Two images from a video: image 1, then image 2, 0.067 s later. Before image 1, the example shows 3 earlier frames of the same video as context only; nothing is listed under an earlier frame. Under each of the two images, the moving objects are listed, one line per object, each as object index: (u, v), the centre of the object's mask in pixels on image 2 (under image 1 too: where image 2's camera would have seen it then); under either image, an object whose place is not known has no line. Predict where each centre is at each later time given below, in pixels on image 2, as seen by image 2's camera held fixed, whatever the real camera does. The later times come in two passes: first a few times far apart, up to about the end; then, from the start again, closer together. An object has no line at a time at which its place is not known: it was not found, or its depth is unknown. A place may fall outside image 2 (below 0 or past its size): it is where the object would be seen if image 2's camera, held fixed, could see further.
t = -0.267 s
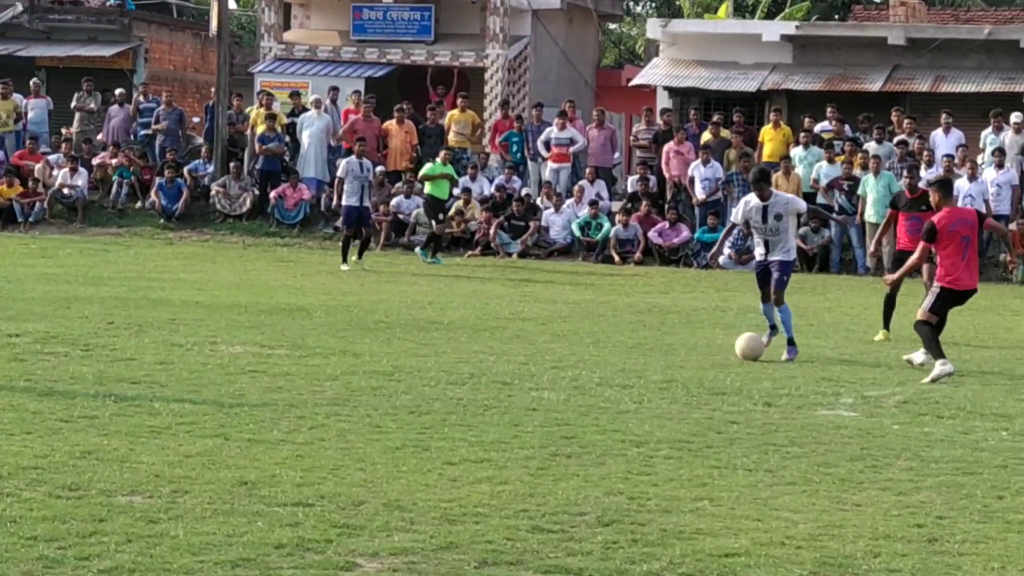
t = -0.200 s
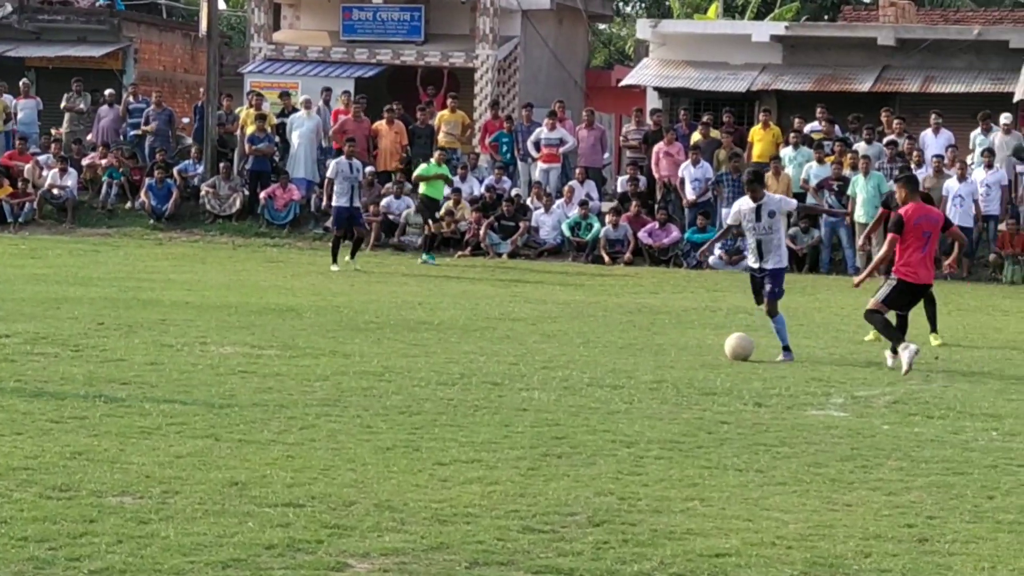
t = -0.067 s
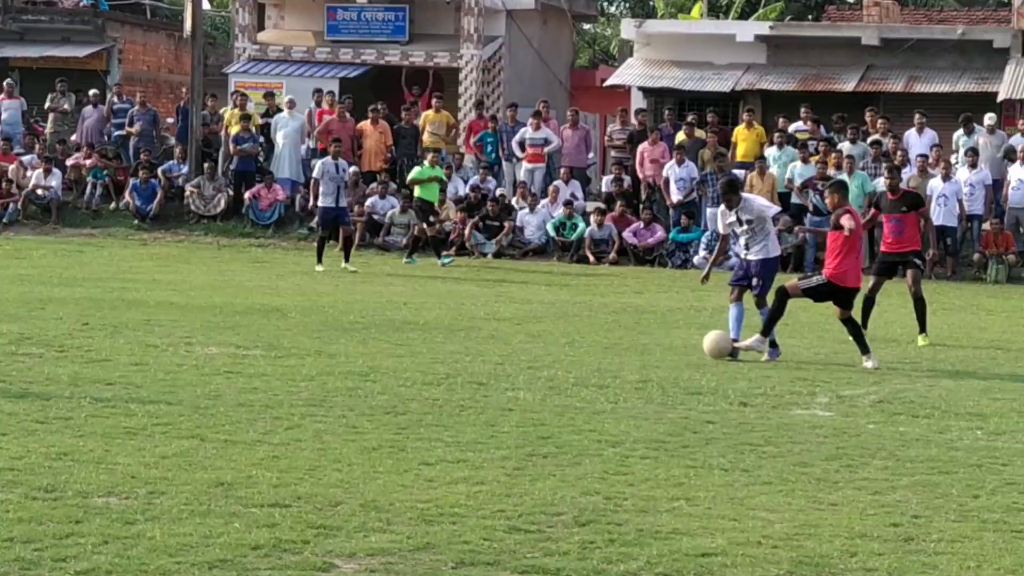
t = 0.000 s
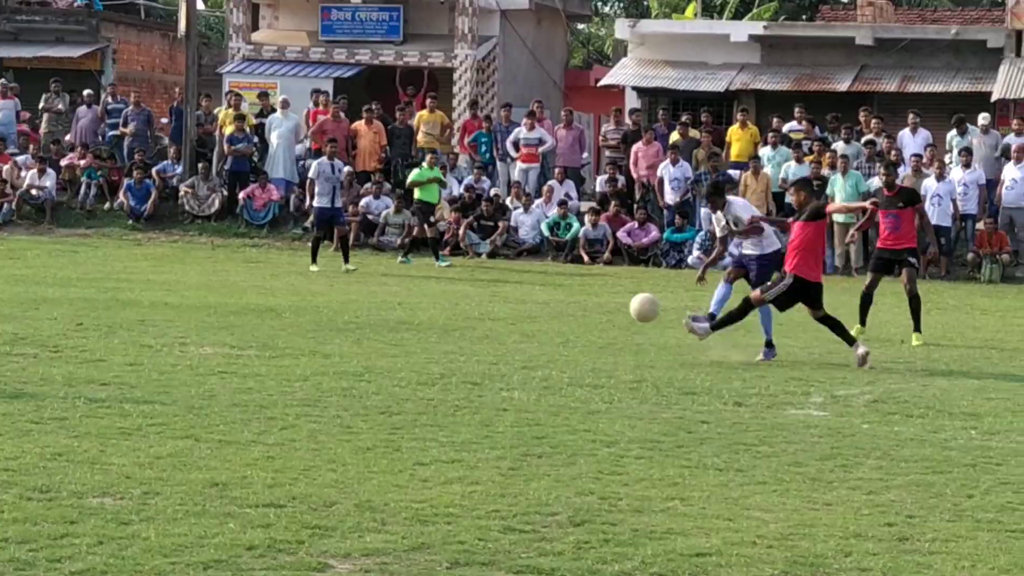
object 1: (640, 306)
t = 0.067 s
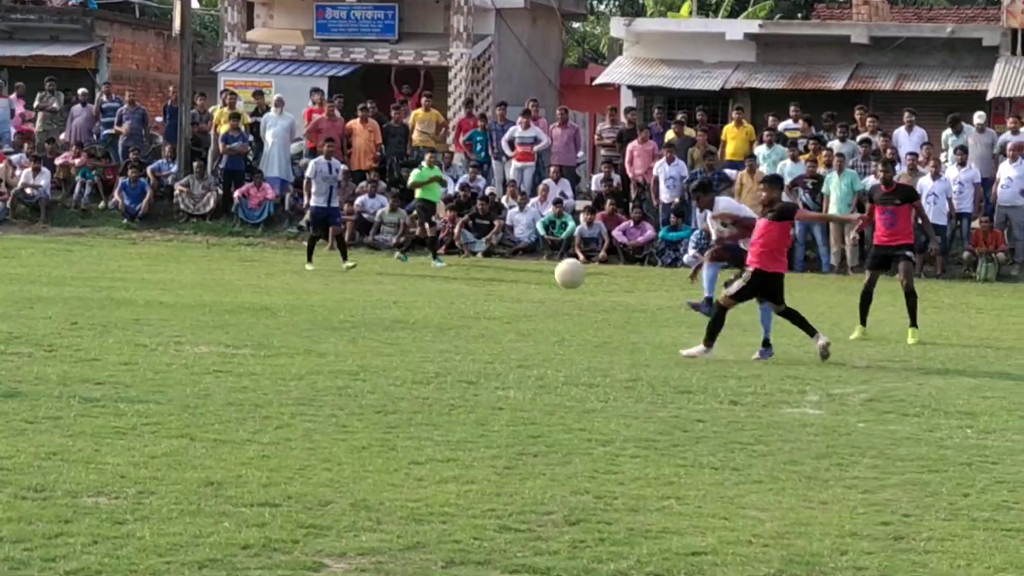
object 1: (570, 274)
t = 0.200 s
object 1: (418, 220)
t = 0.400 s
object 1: (159, 176)
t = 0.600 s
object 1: (-183, 182)
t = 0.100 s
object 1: (533, 259)
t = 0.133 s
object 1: (496, 244)
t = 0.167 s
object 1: (458, 231)
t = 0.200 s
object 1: (418, 220)
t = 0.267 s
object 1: (337, 200)
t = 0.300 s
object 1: (295, 192)
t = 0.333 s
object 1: (251, 186)
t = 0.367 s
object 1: (206, 180)
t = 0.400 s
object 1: (159, 176)
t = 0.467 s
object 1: (57, 174)
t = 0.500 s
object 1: (2, 173)
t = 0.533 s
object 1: (-56, 175)
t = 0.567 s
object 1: (-118, 177)
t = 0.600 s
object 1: (-183, 182)
